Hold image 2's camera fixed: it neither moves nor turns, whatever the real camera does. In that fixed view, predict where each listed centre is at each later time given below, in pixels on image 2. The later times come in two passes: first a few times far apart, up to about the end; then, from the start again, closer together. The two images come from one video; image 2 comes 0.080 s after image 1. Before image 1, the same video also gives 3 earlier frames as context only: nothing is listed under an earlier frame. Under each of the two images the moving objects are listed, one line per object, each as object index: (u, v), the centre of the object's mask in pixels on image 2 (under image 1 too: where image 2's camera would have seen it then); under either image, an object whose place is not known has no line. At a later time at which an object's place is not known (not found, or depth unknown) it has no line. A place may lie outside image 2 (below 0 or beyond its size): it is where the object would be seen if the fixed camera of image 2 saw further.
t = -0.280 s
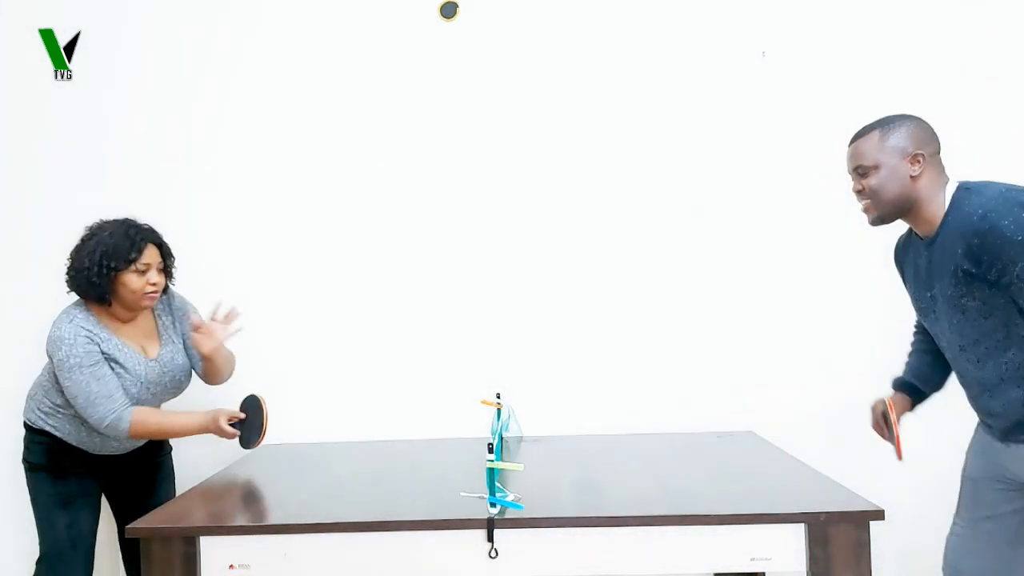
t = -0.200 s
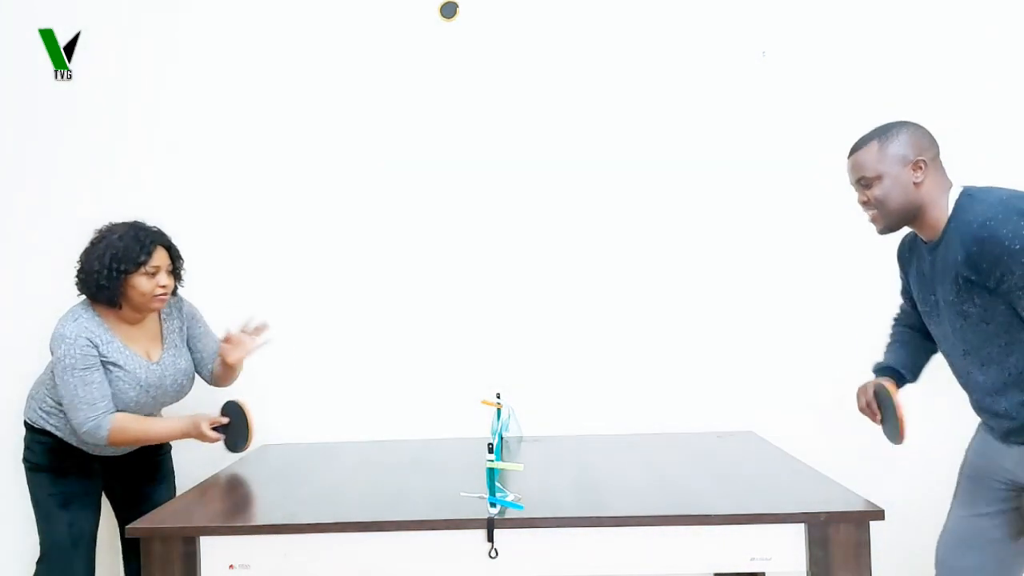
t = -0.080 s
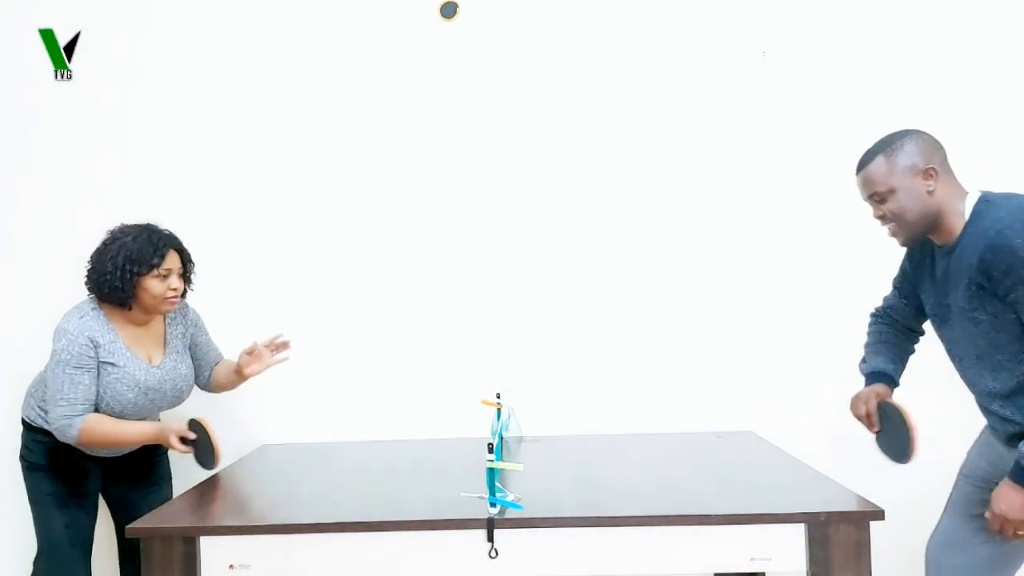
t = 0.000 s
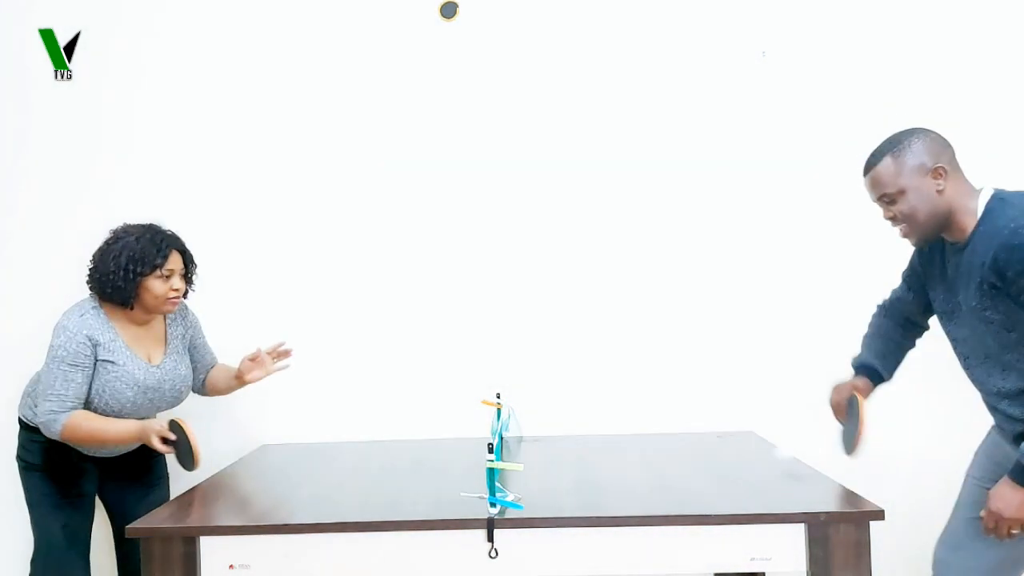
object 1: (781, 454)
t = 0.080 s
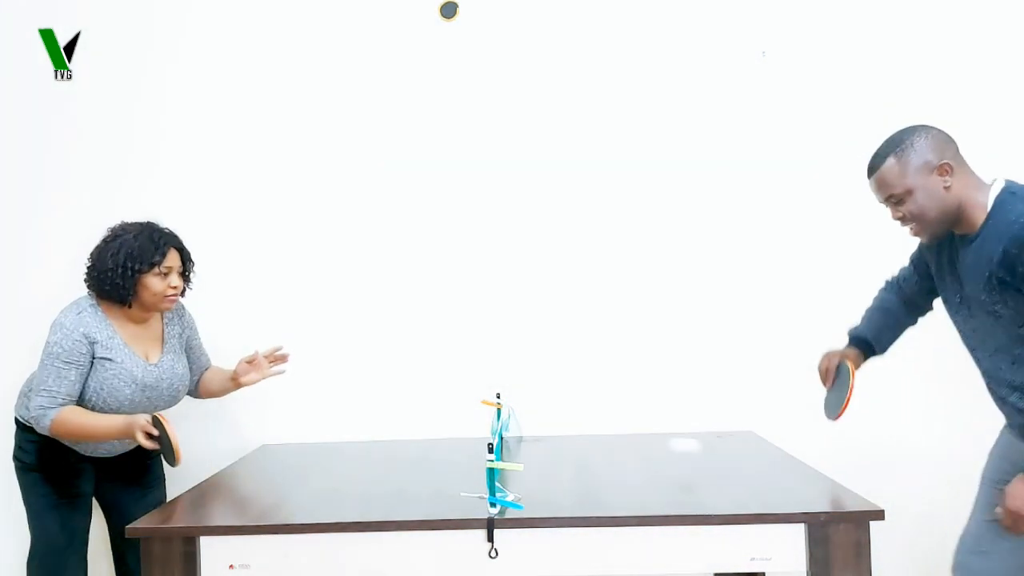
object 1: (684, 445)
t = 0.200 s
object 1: (543, 455)
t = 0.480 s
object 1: (528, 457)
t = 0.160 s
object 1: (588, 454)
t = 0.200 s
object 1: (543, 455)
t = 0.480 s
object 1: (528, 457)
